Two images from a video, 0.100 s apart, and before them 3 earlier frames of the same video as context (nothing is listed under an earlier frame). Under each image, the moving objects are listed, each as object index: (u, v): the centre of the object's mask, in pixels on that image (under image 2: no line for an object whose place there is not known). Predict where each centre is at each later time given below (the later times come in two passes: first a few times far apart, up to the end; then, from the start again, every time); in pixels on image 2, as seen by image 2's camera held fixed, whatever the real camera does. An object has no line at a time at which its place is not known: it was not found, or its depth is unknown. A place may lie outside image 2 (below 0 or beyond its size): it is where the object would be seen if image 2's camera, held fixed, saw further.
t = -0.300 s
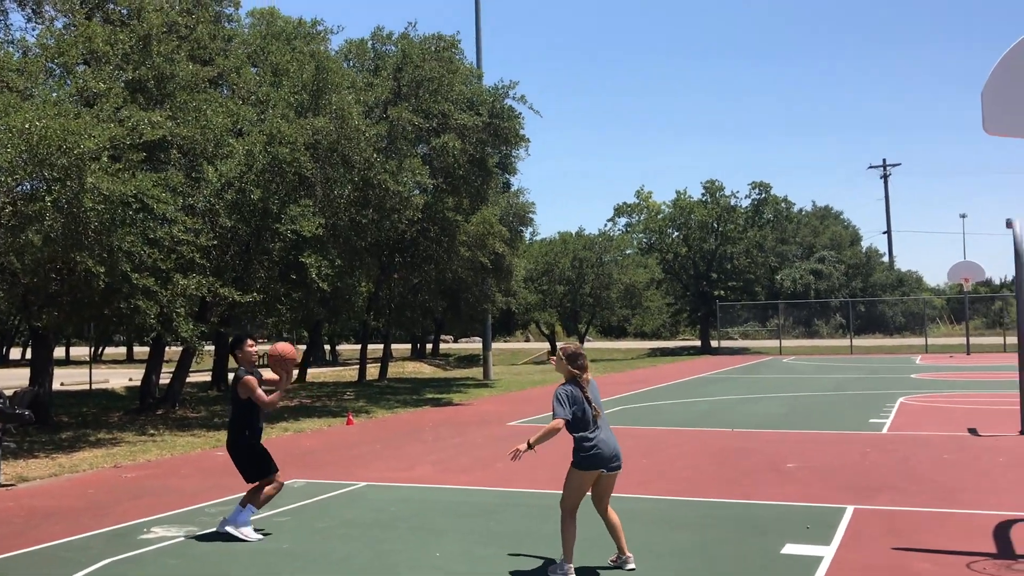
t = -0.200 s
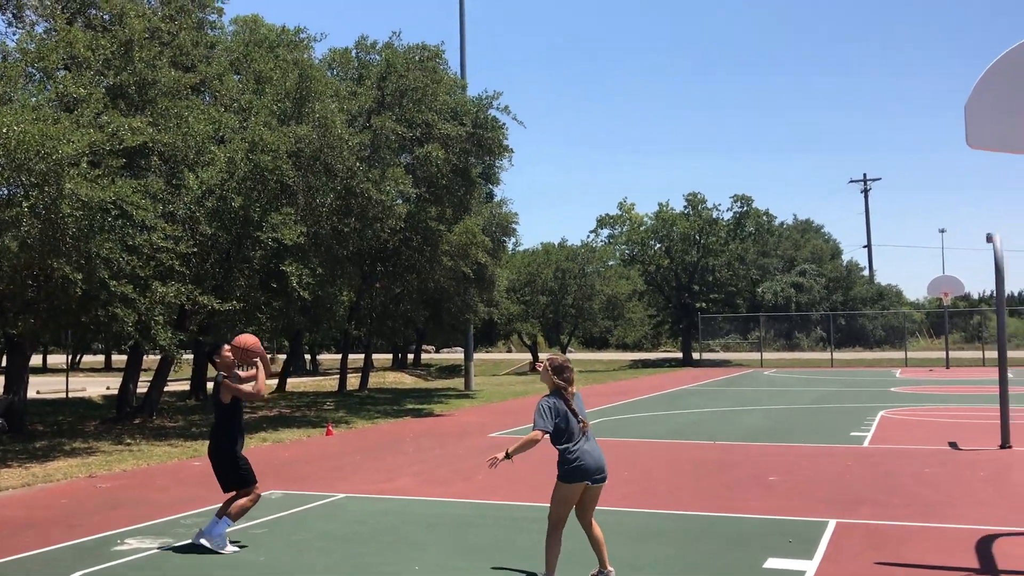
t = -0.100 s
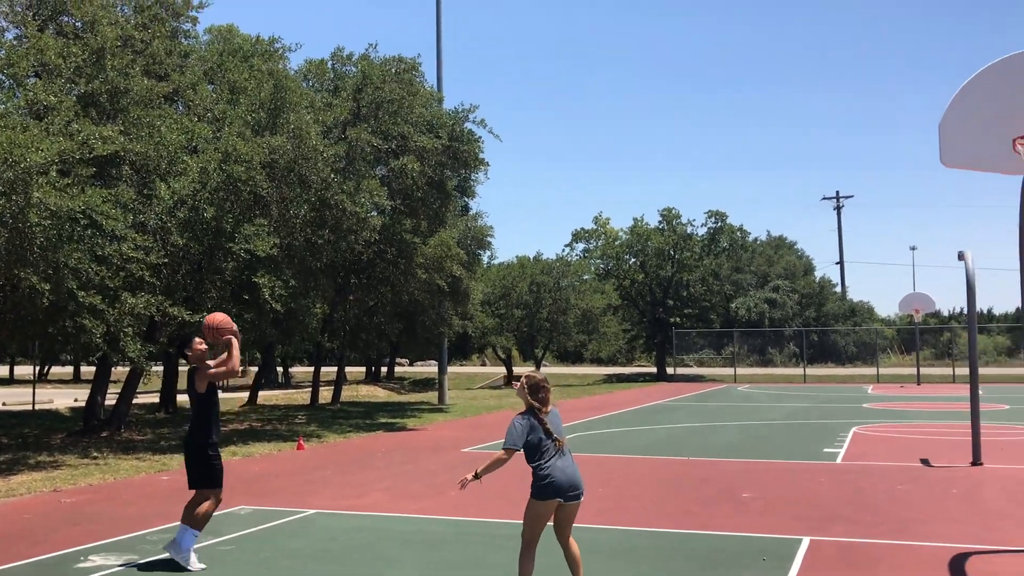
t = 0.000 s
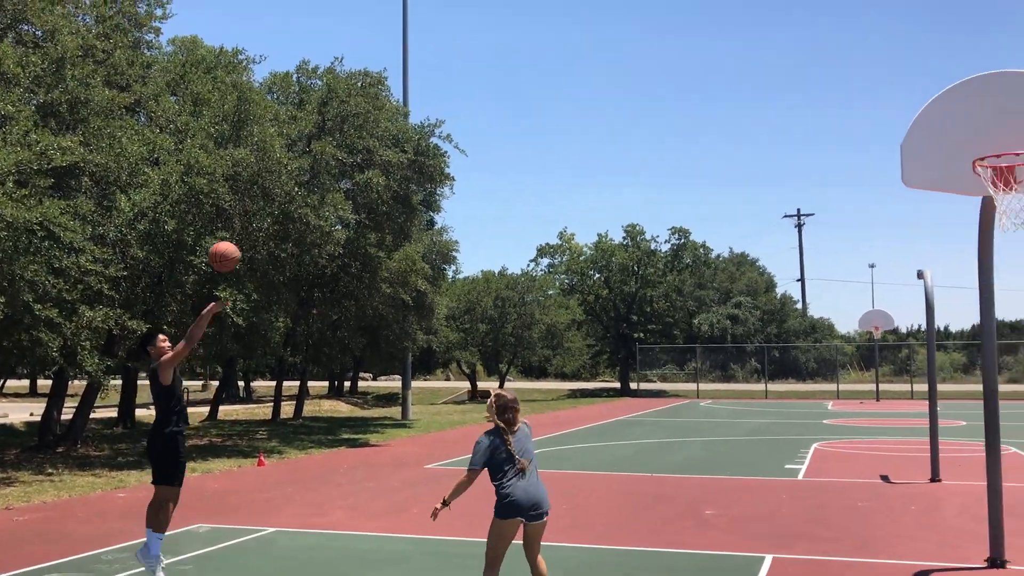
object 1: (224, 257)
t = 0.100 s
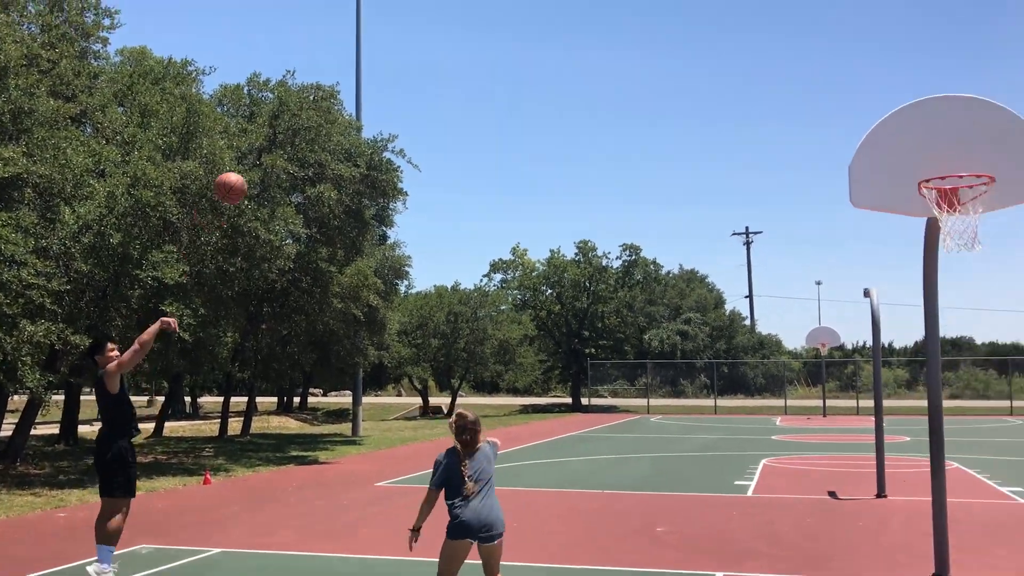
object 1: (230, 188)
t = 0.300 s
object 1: (349, 61)
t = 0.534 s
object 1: (495, -18)
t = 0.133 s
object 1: (251, 163)
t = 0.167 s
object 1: (270, 139)
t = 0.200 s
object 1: (289, 118)
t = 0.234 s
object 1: (310, 97)
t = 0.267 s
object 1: (329, 78)
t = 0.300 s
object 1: (349, 61)
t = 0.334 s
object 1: (370, 44)
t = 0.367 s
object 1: (389, 29)
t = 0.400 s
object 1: (409, 14)
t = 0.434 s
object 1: (430, 3)
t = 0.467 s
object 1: (451, -8)
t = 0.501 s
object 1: (472, -15)
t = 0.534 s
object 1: (495, -18)
